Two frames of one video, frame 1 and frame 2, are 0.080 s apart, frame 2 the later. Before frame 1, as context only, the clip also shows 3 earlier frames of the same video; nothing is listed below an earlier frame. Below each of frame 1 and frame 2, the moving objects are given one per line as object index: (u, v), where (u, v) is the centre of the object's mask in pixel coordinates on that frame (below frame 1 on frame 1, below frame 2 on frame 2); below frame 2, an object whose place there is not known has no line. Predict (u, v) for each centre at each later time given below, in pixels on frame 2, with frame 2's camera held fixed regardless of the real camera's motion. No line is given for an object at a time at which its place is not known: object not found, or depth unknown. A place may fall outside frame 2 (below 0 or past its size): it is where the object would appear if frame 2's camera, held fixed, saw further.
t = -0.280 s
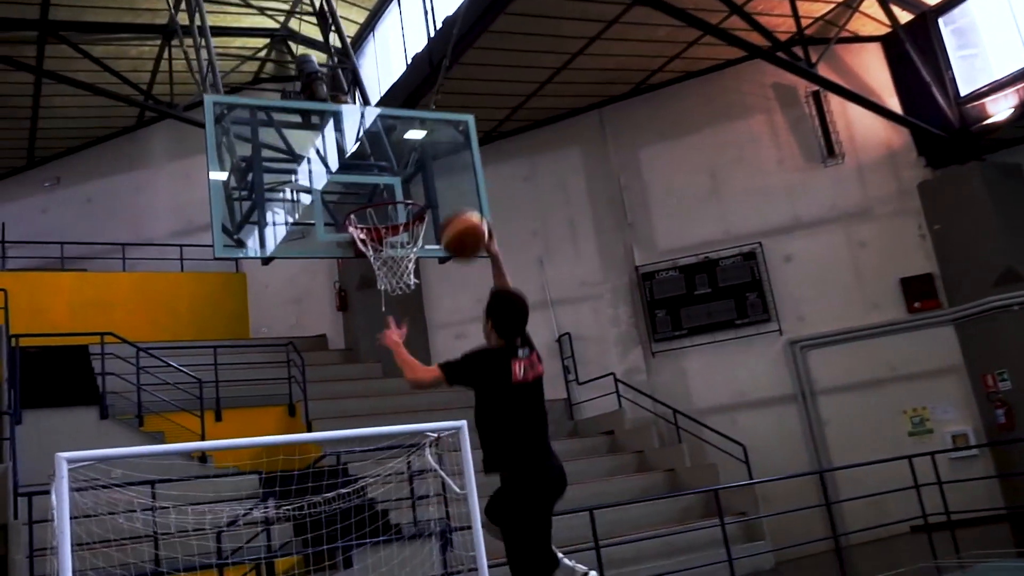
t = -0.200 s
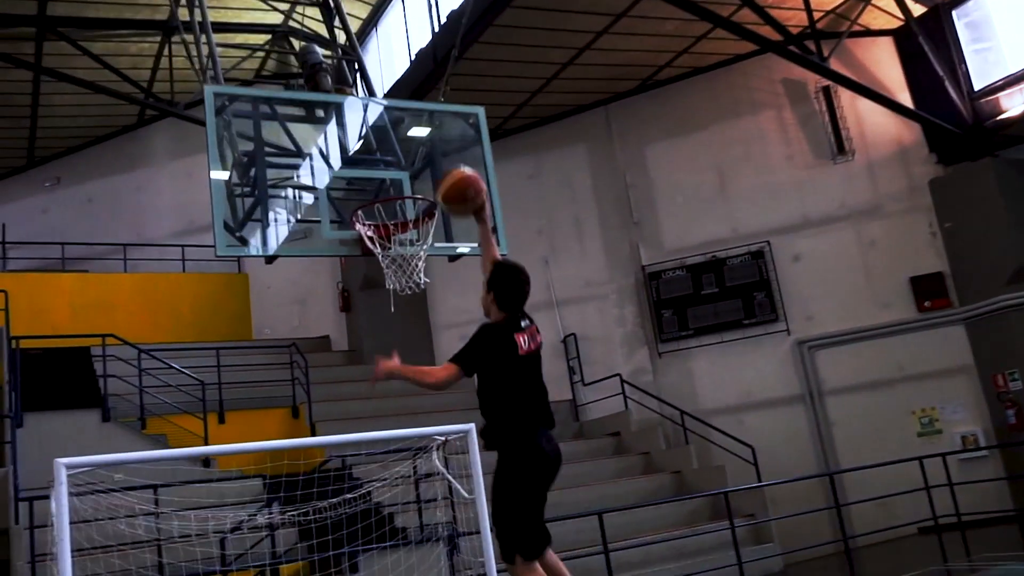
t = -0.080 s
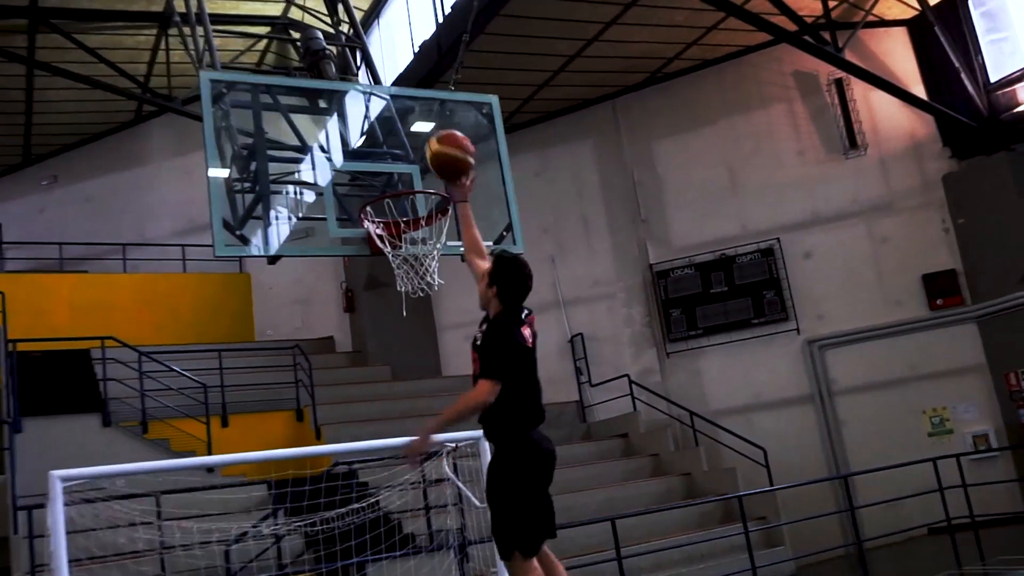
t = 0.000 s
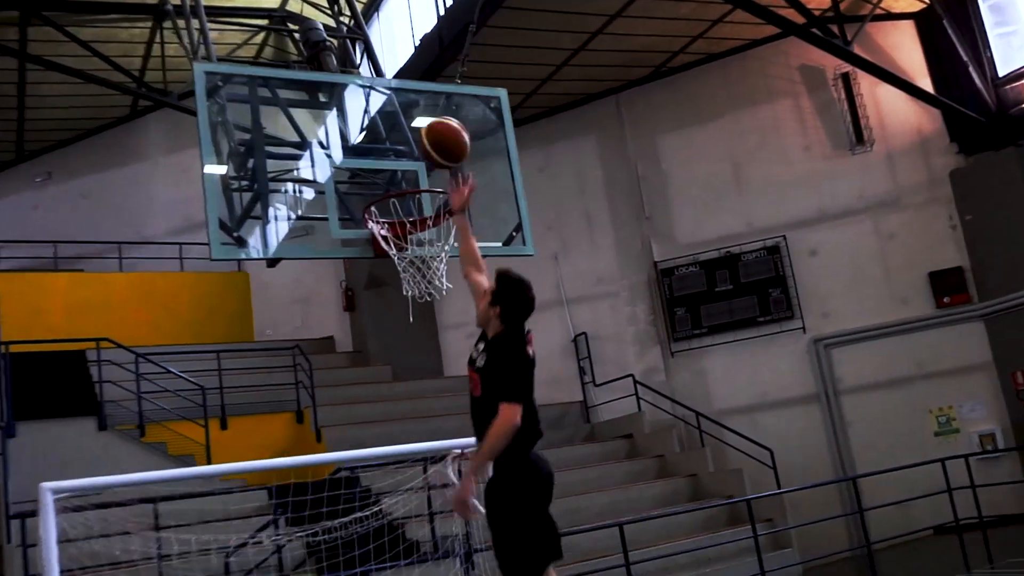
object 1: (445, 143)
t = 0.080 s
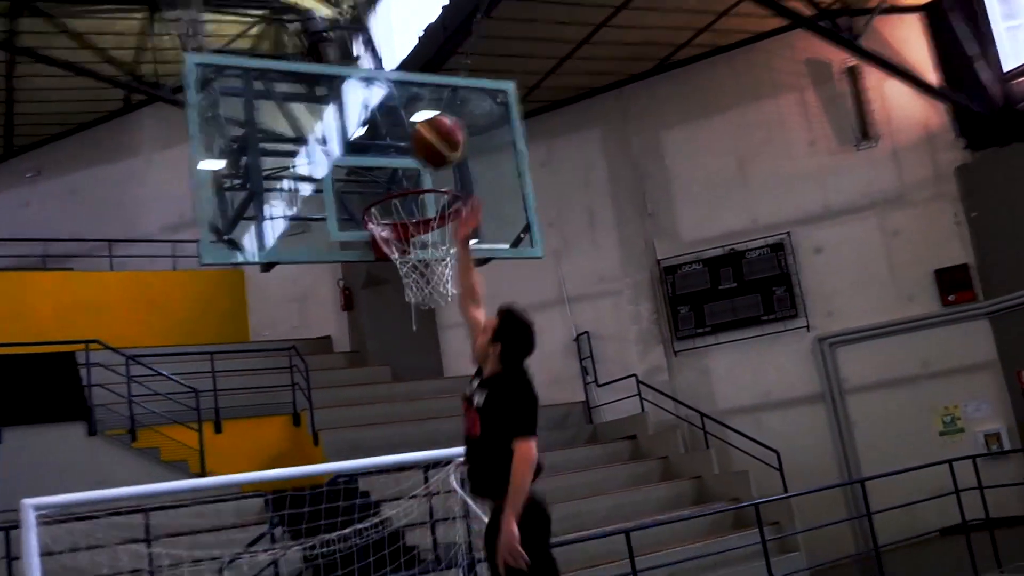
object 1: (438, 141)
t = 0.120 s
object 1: (432, 150)
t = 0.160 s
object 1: (430, 157)
